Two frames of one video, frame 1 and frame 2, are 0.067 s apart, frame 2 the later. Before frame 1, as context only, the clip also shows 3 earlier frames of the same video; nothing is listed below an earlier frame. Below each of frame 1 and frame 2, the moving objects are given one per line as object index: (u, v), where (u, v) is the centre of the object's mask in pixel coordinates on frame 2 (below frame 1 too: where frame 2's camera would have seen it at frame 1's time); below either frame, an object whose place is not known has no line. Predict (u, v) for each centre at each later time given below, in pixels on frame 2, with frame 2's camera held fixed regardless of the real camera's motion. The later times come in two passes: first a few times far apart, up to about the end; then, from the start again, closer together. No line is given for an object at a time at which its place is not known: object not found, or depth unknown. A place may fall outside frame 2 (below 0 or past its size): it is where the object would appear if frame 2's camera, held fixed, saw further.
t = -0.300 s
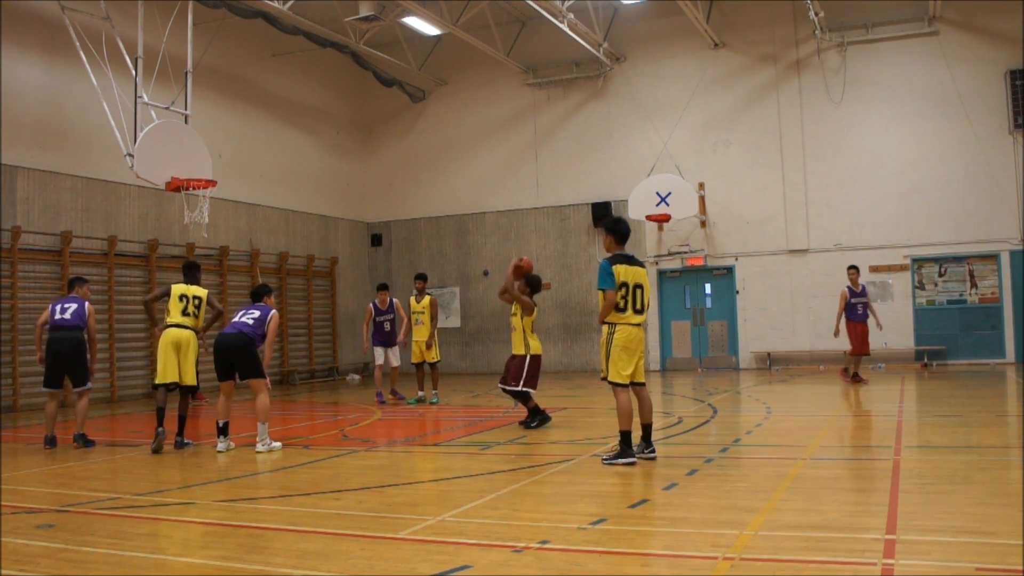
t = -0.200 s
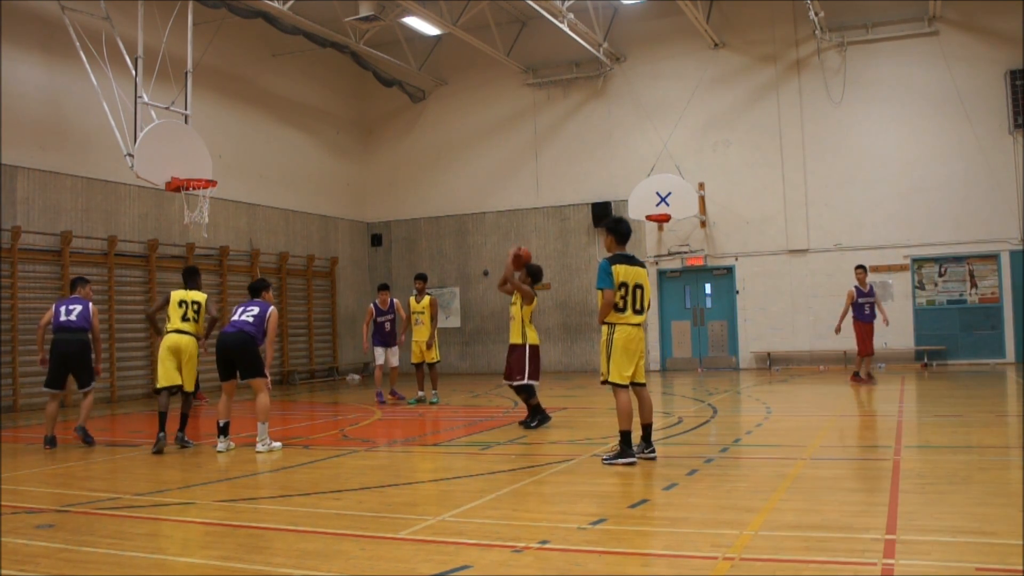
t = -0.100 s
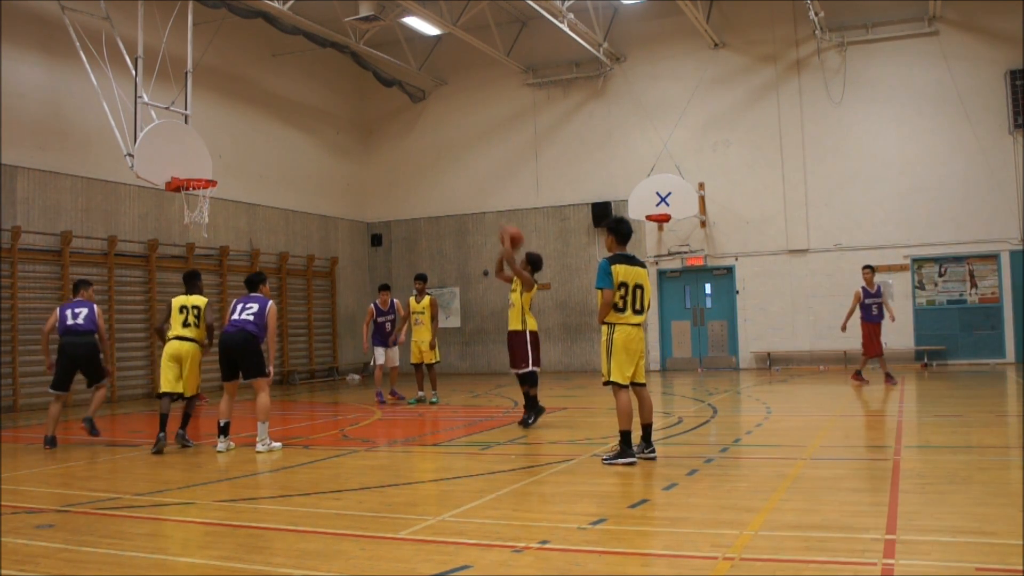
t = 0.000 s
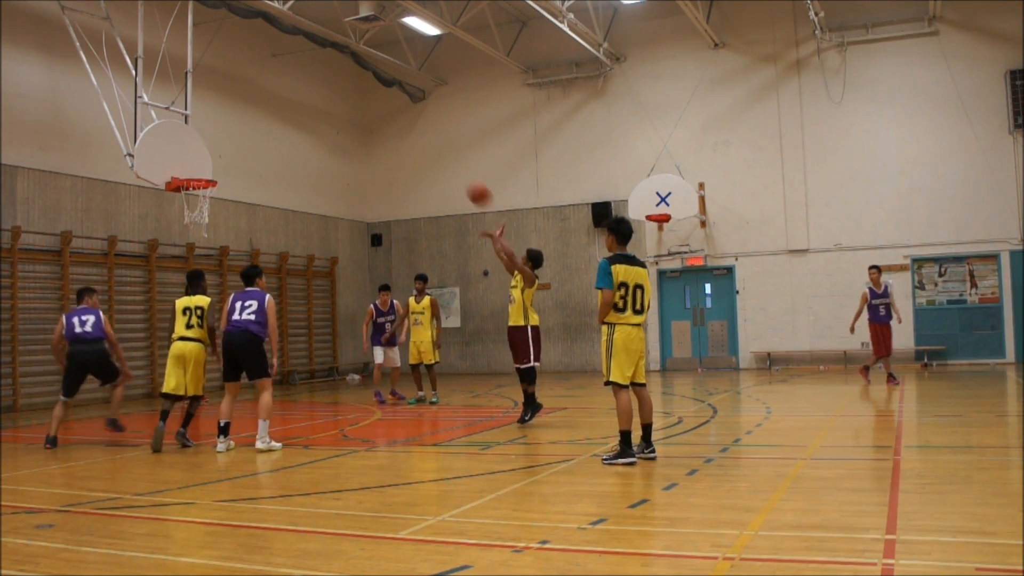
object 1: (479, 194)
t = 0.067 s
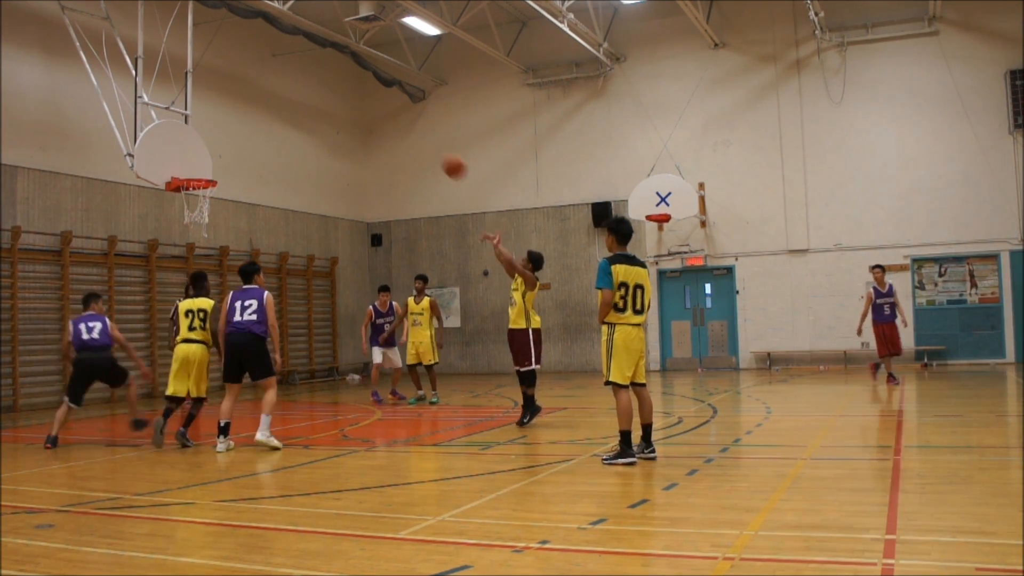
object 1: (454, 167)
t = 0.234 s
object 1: (395, 118)
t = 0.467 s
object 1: (322, 94)
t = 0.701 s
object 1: (255, 114)
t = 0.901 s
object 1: (203, 161)
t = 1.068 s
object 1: (205, 203)
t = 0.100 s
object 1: (441, 155)
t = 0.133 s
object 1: (430, 144)
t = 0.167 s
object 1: (419, 134)
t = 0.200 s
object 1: (407, 126)
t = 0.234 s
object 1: (395, 118)
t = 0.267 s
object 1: (384, 112)
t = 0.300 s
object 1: (374, 107)
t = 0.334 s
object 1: (363, 102)
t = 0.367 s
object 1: (353, 98)
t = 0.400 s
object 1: (342, 96)
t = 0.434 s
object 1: (332, 95)
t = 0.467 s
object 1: (322, 94)
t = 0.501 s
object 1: (312, 94)
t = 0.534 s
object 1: (302, 95)
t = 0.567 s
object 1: (292, 98)
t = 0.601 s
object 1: (283, 100)
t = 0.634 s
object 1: (273, 104)
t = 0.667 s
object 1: (264, 108)
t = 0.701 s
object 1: (255, 114)
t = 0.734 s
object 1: (246, 120)
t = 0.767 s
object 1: (237, 127)
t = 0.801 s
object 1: (228, 134)
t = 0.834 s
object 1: (220, 142)
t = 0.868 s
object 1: (211, 151)
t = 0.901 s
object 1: (203, 161)
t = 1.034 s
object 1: (200, 198)
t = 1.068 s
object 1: (205, 203)
